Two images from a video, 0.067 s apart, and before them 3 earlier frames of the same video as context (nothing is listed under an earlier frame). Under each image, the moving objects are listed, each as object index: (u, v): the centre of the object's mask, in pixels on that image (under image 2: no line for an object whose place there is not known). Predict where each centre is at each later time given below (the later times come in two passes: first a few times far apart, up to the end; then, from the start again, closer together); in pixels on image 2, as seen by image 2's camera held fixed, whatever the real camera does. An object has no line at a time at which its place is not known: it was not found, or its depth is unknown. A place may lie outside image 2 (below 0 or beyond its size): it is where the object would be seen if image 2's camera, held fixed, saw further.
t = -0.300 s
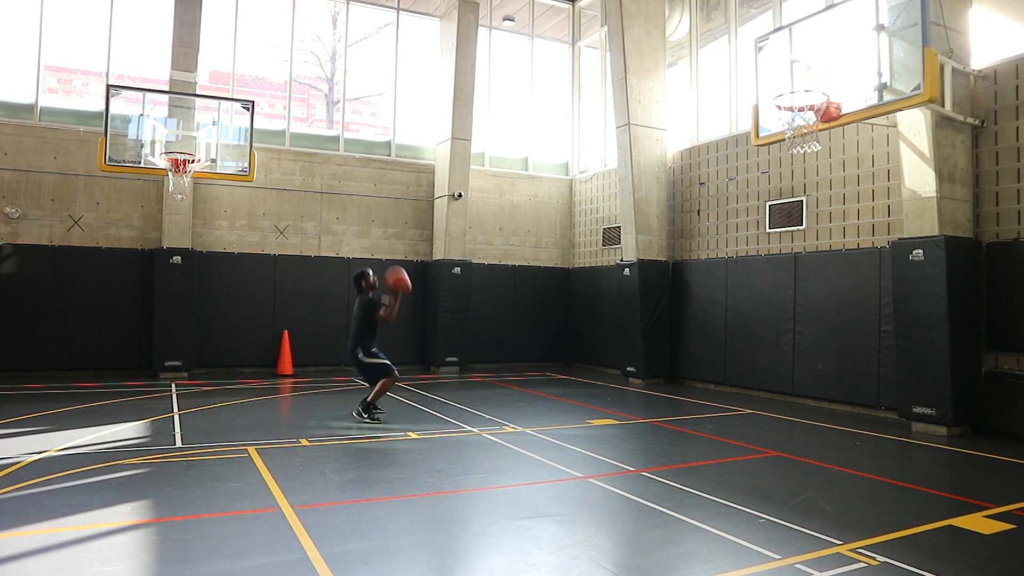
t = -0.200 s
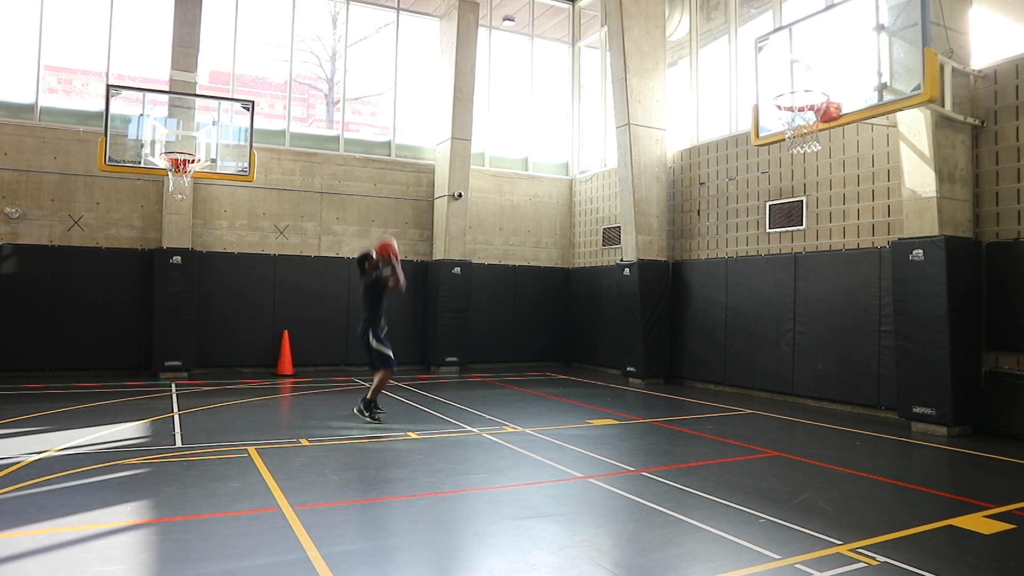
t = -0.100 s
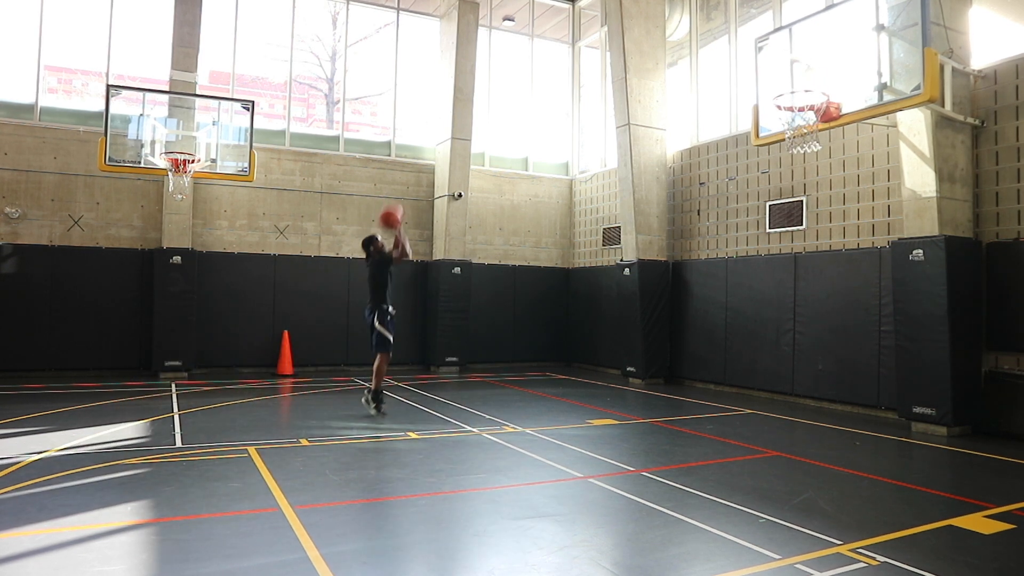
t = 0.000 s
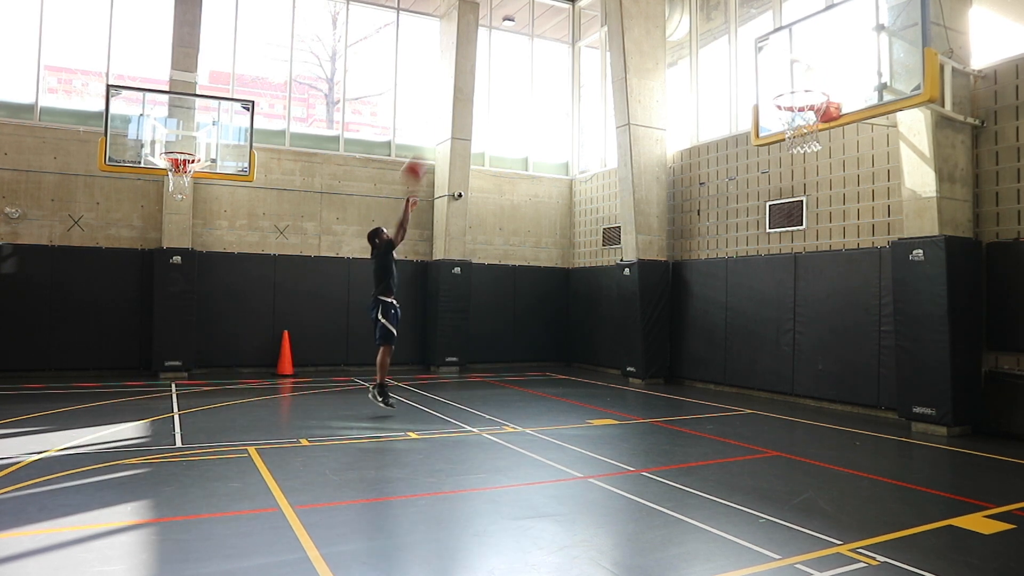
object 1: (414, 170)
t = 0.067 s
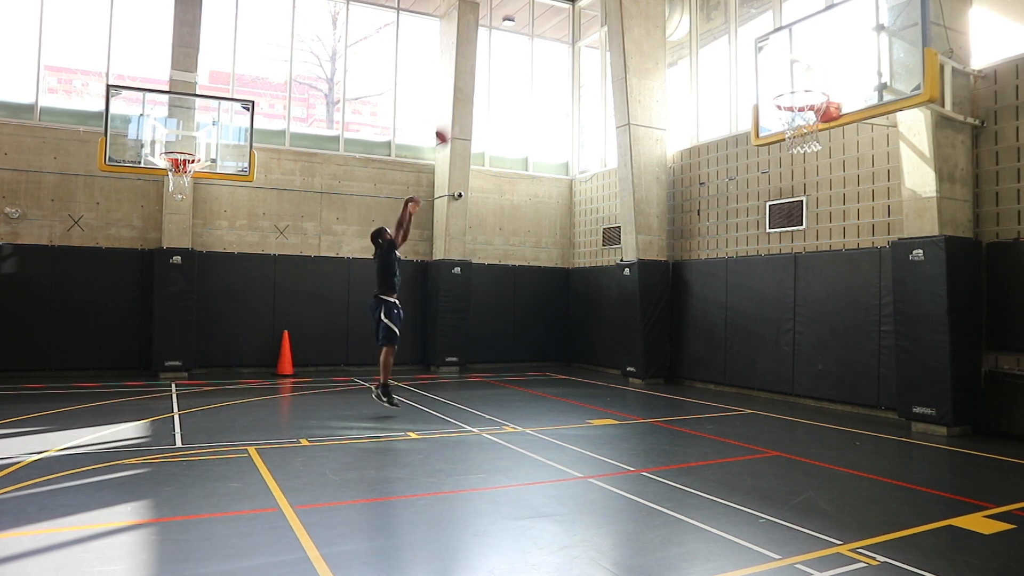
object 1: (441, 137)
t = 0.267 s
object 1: (522, 60)
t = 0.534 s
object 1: (633, 13)
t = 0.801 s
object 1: (750, 37)
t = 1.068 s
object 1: (798, 112)
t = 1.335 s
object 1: (786, 149)
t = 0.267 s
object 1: (522, 60)
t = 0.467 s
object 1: (606, 19)
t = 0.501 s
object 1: (618, 15)
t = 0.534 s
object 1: (633, 13)
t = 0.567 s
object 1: (647, 12)
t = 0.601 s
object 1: (660, 12)
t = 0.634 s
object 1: (675, 13)
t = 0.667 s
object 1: (690, 16)
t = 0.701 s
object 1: (704, 19)
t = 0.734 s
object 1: (718, 25)
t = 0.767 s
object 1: (733, 30)
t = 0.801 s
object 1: (750, 37)
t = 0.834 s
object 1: (762, 45)
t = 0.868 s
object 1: (779, 56)
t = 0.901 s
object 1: (795, 66)
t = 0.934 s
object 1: (805, 77)
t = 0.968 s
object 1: (805, 85)
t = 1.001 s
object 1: (802, 94)
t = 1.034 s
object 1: (800, 102)
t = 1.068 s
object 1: (798, 112)
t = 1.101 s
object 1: (796, 123)
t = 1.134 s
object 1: (794, 126)
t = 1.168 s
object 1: (792, 127)
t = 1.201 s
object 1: (791, 129)
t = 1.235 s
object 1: (789, 132)
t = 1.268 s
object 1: (789, 137)
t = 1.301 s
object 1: (787, 142)
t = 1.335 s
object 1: (786, 149)
